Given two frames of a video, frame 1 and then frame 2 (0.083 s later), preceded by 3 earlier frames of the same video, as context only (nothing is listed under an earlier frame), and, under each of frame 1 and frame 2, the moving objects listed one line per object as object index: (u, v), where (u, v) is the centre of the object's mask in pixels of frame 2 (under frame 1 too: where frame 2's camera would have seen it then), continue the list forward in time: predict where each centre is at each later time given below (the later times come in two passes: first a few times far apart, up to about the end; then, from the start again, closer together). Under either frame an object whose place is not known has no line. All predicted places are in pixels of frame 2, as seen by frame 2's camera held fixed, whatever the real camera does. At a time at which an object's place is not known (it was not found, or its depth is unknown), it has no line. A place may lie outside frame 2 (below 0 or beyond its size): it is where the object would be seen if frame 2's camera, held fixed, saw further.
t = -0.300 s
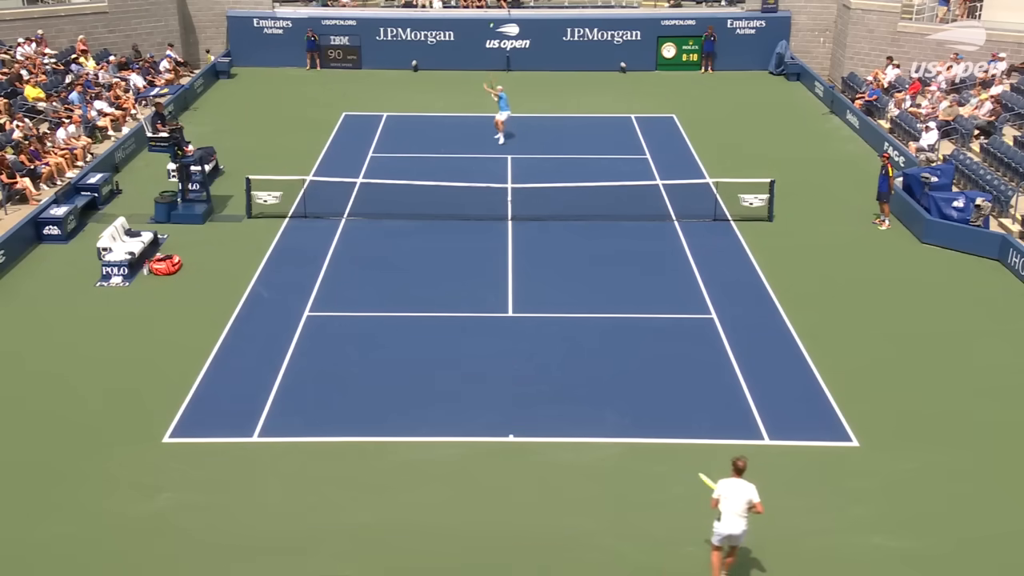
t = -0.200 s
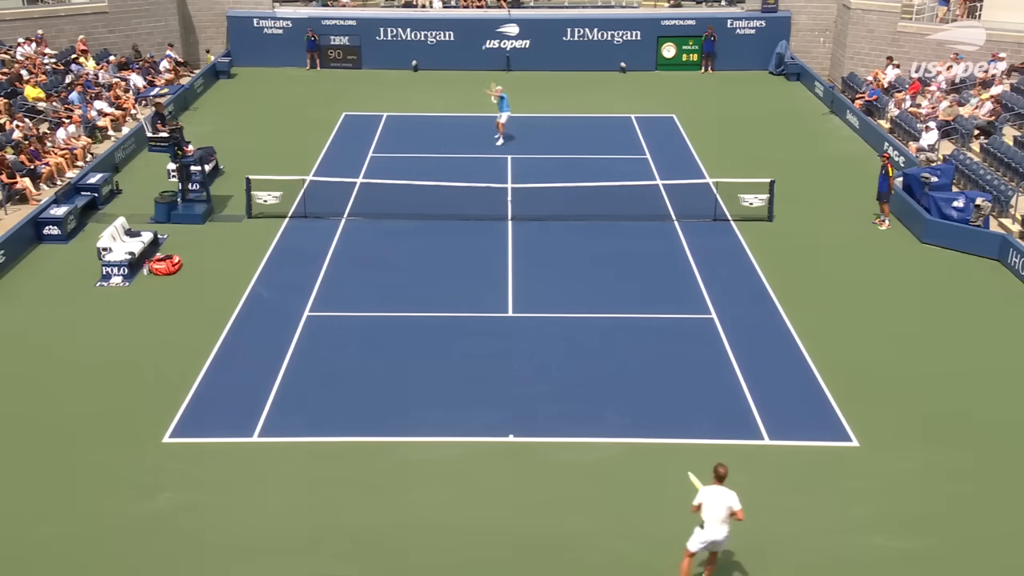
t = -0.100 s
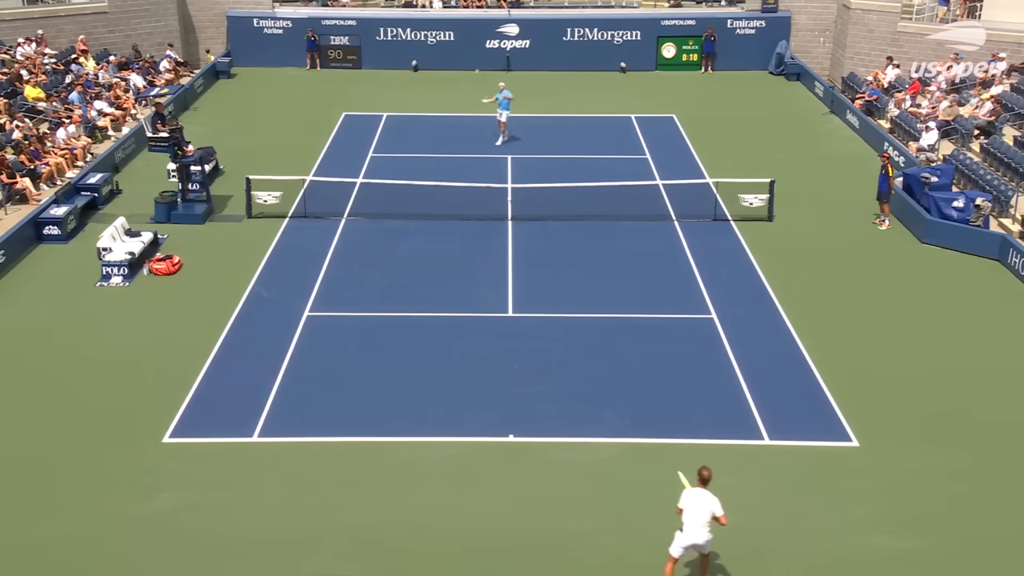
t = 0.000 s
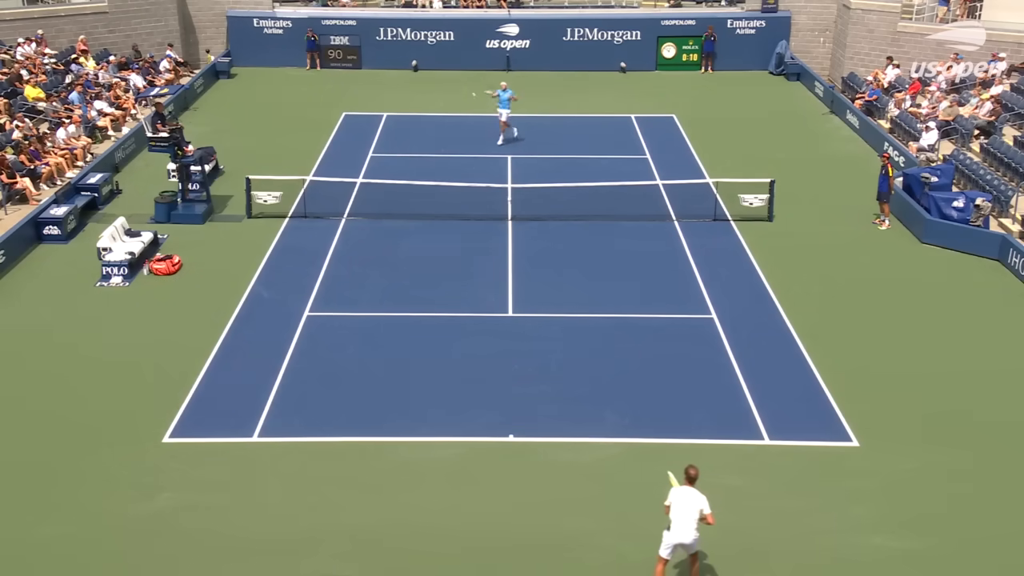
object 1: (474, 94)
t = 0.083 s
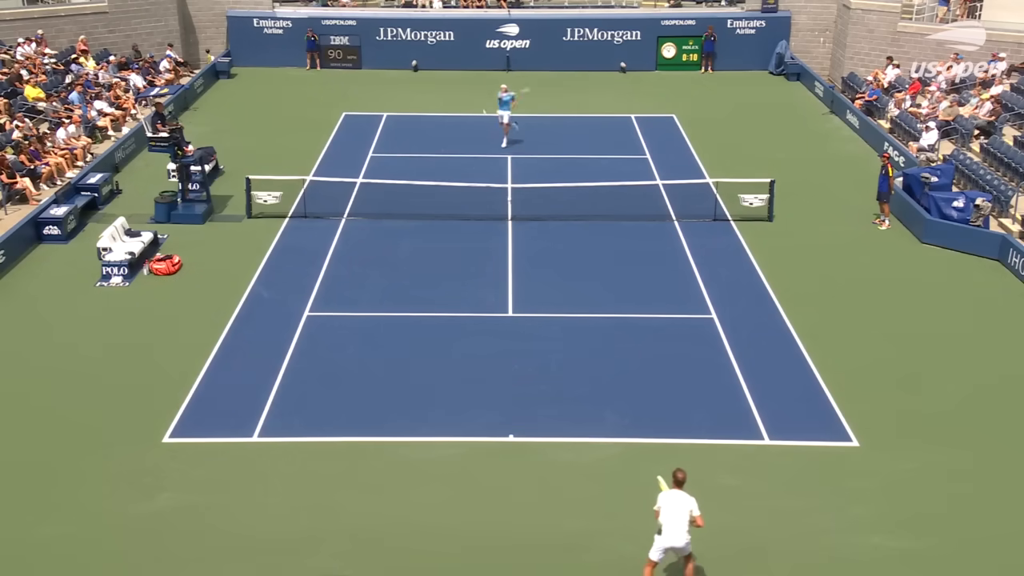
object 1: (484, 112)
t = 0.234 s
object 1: (503, 159)
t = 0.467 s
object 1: (535, 281)
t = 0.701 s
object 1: (570, 386)
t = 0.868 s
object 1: (597, 418)
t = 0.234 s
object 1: (503, 159)
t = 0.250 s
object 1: (505, 165)
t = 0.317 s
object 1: (514, 196)
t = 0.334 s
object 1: (517, 204)
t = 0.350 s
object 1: (519, 212)
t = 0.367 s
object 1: (521, 221)
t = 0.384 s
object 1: (524, 230)
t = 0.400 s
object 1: (526, 239)
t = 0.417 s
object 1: (528, 249)
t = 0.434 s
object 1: (530, 259)
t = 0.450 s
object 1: (533, 270)
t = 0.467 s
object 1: (535, 281)
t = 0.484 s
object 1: (538, 292)
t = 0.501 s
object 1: (540, 302)
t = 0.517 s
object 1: (542, 316)
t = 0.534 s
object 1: (545, 328)
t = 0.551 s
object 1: (547, 341)
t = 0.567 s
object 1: (550, 354)
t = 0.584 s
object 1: (552, 368)
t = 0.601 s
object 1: (555, 378)
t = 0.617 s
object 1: (557, 379)
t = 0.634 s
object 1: (560, 380)
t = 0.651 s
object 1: (562, 381)
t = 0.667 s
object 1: (564, 382)
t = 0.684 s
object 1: (567, 384)
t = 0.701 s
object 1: (570, 386)
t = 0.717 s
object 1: (572, 388)
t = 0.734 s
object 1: (575, 390)
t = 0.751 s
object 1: (577, 392)
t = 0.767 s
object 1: (580, 395)
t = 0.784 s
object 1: (583, 398)
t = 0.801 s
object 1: (586, 402)
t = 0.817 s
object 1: (589, 405)
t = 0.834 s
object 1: (591, 409)
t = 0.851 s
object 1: (594, 413)
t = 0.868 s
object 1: (597, 418)
